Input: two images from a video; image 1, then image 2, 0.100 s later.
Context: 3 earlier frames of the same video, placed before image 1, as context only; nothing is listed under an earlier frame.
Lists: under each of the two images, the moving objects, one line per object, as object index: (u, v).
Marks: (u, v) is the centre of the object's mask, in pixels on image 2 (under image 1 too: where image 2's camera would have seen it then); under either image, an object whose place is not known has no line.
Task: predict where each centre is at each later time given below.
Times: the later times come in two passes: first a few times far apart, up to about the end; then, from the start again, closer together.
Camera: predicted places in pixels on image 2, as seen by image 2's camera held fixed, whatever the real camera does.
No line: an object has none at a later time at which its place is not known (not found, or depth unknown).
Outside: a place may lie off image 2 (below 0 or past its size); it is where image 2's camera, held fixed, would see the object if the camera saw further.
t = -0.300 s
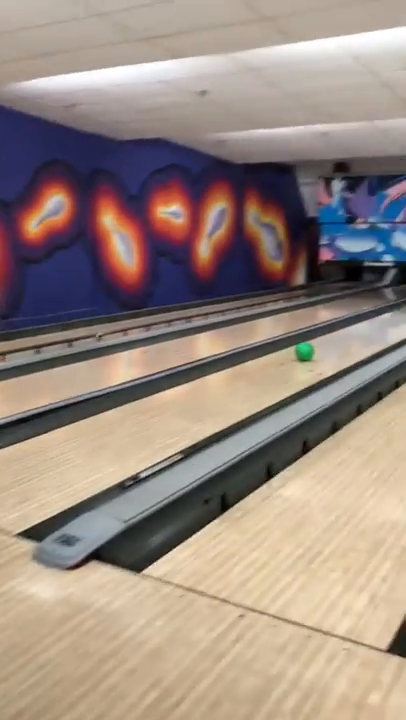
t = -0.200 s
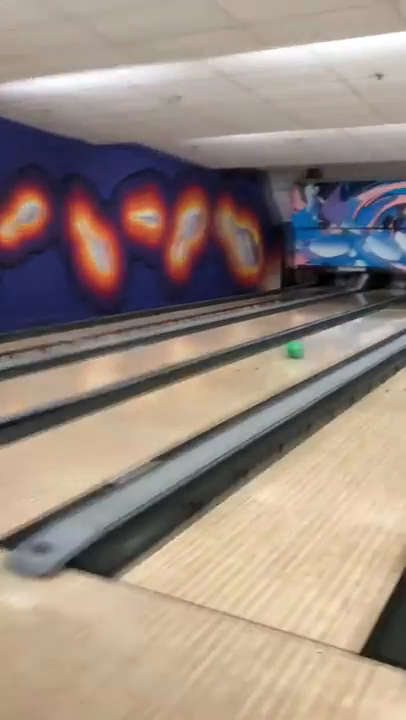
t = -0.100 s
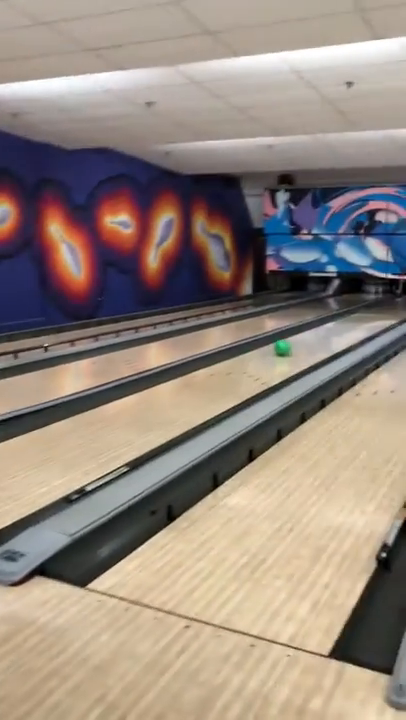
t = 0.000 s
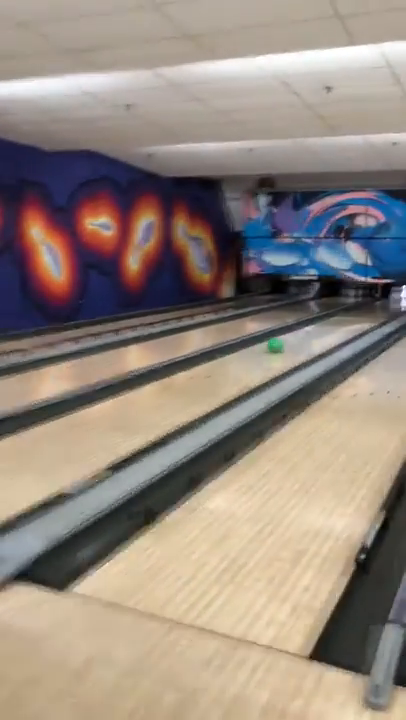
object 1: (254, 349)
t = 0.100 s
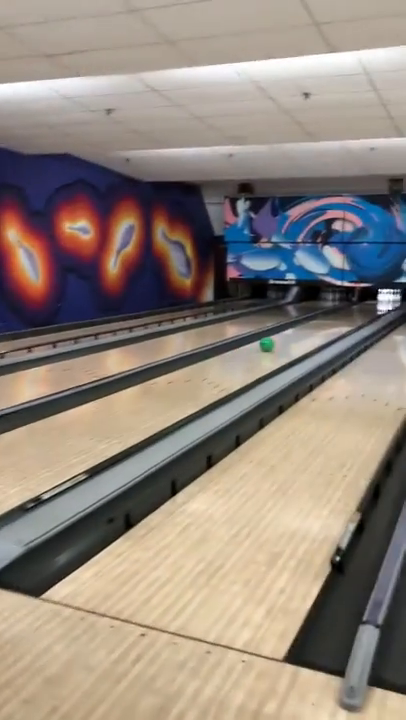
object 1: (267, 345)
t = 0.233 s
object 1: (280, 338)
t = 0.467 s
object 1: (301, 330)
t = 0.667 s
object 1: (315, 324)
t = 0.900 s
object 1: (329, 319)
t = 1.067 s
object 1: (337, 315)
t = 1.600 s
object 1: (359, 307)
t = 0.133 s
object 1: (270, 343)
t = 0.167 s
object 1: (274, 342)
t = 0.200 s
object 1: (277, 340)
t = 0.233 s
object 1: (280, 338)
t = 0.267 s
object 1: (284, 337)
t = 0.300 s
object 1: (287, 336)
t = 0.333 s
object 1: (290, 335)
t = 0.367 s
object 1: (293, 334)
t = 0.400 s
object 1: (296, 333)
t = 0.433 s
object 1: (298, 331)
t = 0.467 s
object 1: (301, 330)
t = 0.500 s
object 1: (303, 329)
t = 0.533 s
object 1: (306, 328)
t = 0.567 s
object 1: (308, 327)
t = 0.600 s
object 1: (311, 326)
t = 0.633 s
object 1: (313, 325)
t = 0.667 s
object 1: (315, 324)
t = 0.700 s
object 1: (317, 323)
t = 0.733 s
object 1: (319, 323)
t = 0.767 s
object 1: (322, 322)
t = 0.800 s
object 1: (324, 321)
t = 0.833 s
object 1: (325, 320)
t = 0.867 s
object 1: (327, 320)
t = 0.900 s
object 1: (329, 319)
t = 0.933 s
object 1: (331, 318)
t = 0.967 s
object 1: (332, 317)
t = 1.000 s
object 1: (334, 316)
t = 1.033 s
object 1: (337, 316)
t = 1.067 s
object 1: (337, 315)
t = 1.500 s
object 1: (357, 307)
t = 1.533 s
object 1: (357, 307)
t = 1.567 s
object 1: (358, 307)
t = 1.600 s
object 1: (359, 307)
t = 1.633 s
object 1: (360, 306)
